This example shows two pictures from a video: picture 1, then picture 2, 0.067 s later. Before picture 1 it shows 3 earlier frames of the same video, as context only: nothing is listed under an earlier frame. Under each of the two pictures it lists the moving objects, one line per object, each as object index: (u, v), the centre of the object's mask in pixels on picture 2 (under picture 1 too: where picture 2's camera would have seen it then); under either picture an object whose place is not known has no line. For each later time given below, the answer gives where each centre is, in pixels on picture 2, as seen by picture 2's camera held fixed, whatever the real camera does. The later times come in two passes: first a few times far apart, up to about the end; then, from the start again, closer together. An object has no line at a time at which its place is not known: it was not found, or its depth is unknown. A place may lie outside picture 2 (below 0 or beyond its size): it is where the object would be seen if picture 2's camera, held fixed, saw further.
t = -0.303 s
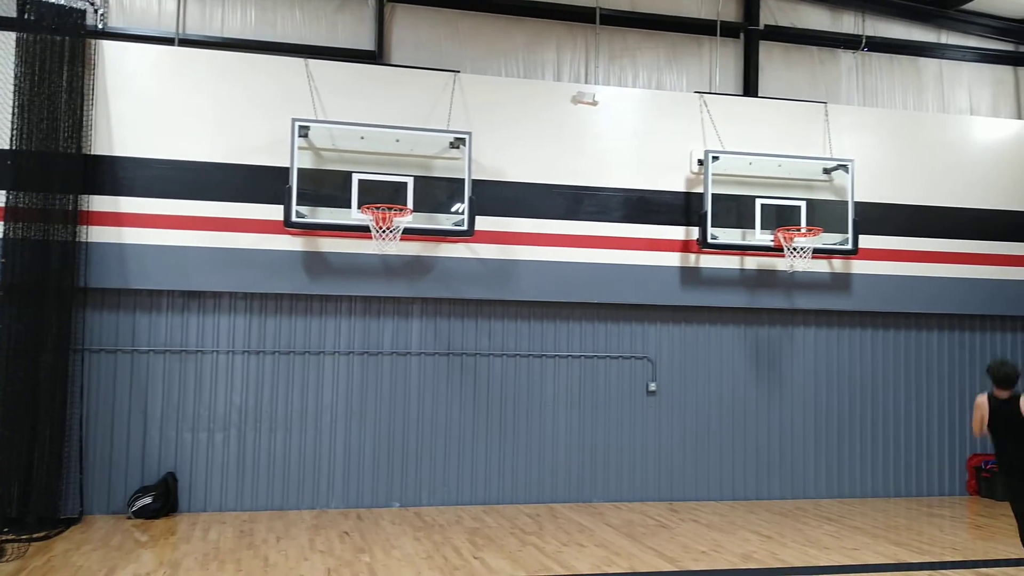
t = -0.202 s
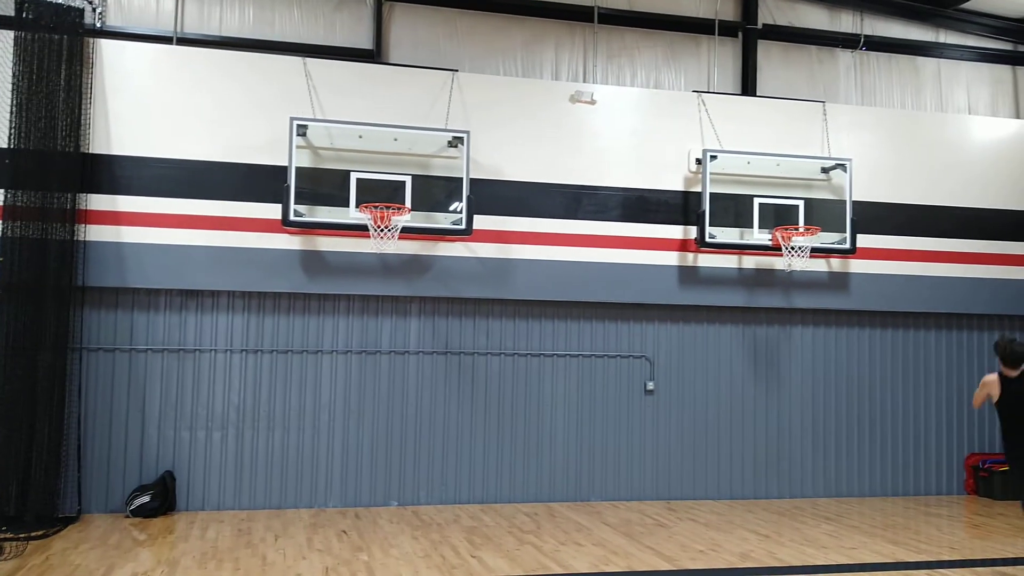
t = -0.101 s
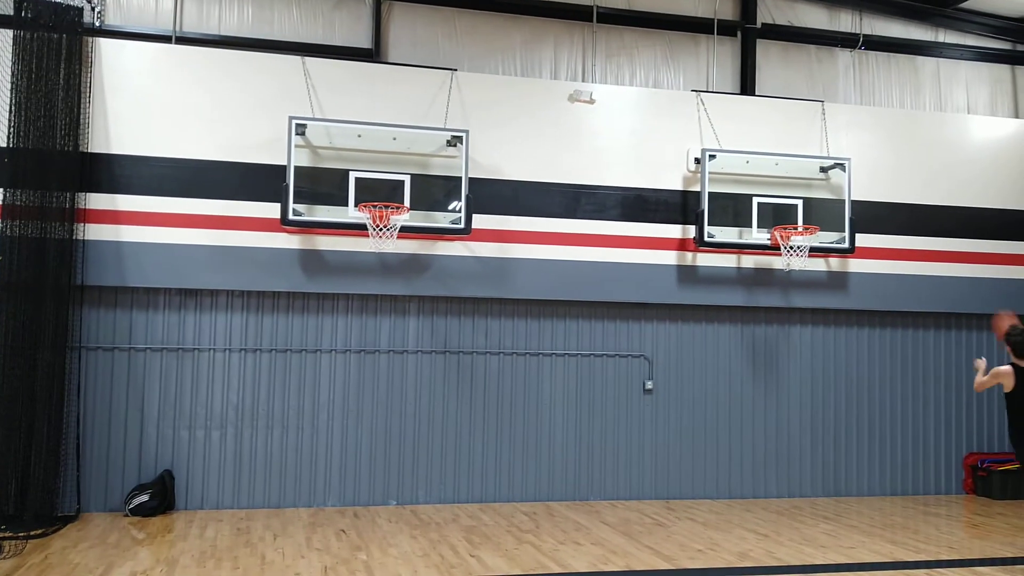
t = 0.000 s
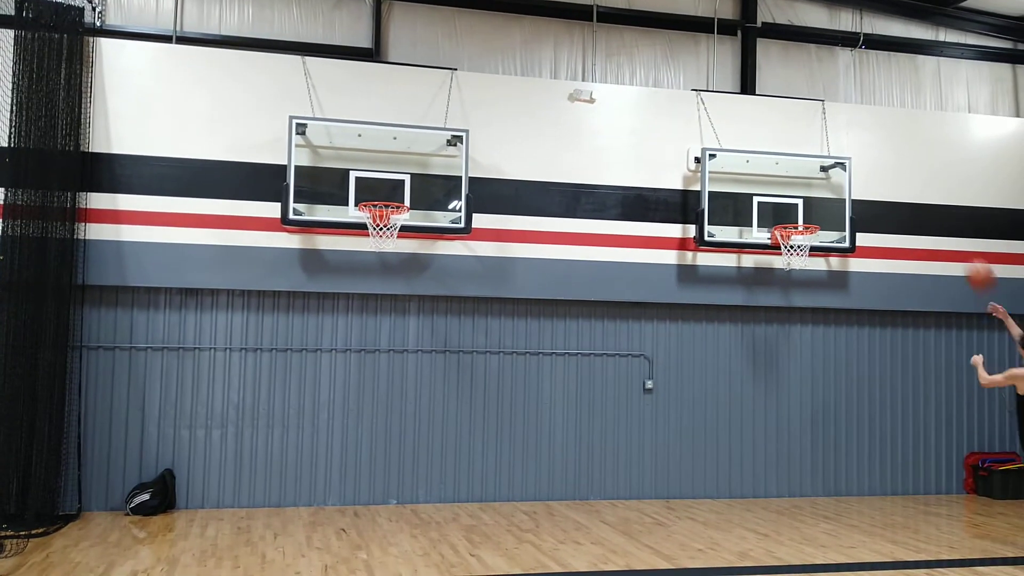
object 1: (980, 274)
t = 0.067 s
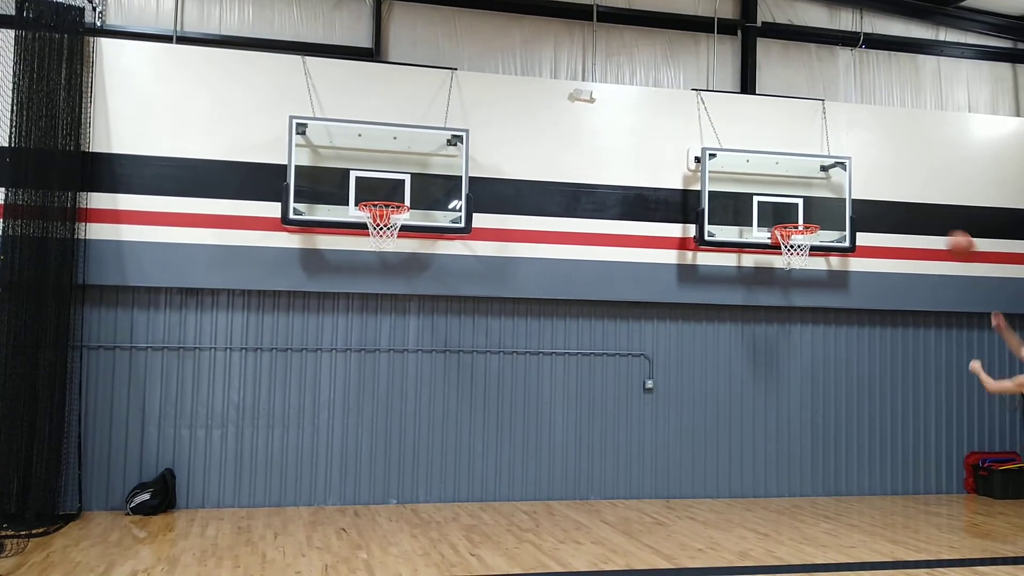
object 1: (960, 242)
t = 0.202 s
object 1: (925, 206)
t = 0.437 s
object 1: (865, 182)
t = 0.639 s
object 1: (819, 206)
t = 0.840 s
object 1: (775, 267)
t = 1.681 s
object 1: (691, 365)
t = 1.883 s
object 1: (701, 364)
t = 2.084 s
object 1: (711, 399)
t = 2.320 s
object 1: (724, 490)
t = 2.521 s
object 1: (720, 445)
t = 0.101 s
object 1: (951, 231)
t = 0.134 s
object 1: (942, 222)
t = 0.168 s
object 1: (934, 215)
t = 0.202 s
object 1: (925, 206)
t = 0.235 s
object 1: (916, 200)
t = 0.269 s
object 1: (906, 193)
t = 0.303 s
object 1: (898, 188)
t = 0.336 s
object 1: (889, 185)
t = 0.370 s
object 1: (881, 183)
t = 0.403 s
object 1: (873, 182)
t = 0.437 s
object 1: (865, 182)
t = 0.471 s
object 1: (858, 183)
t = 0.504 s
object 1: (850, 186)
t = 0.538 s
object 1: (842, 189)
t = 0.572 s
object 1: (834, 194)
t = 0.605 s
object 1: (827, 199)
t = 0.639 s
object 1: (819, 206)
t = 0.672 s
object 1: (814, 211)
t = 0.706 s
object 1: (806, 219)
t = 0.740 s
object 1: (799, 229)
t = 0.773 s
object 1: (790, 241)
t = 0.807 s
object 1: (783, 253)
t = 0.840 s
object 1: (775, 267)
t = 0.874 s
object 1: (770, 279)
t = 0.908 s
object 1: (764, 291)
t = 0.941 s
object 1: (756, 308)
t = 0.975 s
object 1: (751, 322)
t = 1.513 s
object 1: (684, 392)
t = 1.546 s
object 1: (685, 385)
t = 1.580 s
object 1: (687, 378)
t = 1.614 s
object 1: (688, 372)
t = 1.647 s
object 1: (690, 368)
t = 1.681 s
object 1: (691, 365)
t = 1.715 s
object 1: (693, 362)
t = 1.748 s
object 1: (695, 360)
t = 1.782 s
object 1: (696, 360)
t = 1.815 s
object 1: (698, 360)
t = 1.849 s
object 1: (699, 361)
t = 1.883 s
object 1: (701, 364)
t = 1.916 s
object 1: (703, 368)
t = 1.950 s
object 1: (704, 372)
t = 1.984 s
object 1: (706, 377)
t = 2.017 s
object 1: (708, 383)
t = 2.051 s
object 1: (709, 391)
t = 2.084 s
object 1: (711, 399)
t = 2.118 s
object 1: (713, 408)
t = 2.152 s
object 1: (715, 420)
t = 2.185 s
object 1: (717, 433)
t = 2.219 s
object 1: (718, 445)
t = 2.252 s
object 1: (720, 459)
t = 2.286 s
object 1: (722, 474)
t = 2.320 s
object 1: (724, 490)
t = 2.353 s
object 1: (725, 500)
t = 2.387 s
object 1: (725, 488)
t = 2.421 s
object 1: (723, 475)
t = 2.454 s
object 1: (721, 464)
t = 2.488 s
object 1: (721, 454)
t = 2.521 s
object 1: (720, 445)
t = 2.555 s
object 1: (719, 438)
